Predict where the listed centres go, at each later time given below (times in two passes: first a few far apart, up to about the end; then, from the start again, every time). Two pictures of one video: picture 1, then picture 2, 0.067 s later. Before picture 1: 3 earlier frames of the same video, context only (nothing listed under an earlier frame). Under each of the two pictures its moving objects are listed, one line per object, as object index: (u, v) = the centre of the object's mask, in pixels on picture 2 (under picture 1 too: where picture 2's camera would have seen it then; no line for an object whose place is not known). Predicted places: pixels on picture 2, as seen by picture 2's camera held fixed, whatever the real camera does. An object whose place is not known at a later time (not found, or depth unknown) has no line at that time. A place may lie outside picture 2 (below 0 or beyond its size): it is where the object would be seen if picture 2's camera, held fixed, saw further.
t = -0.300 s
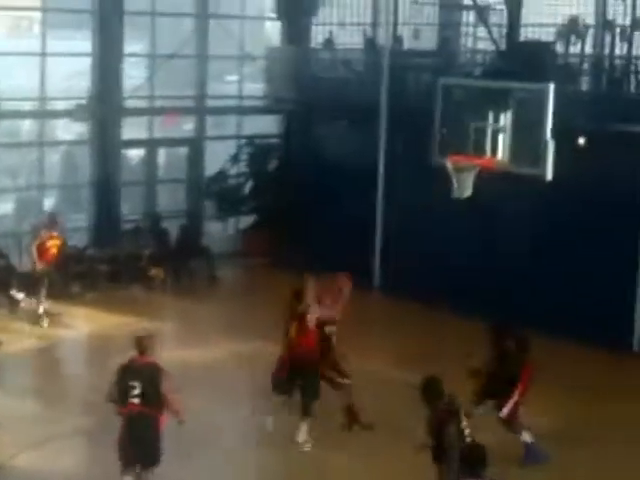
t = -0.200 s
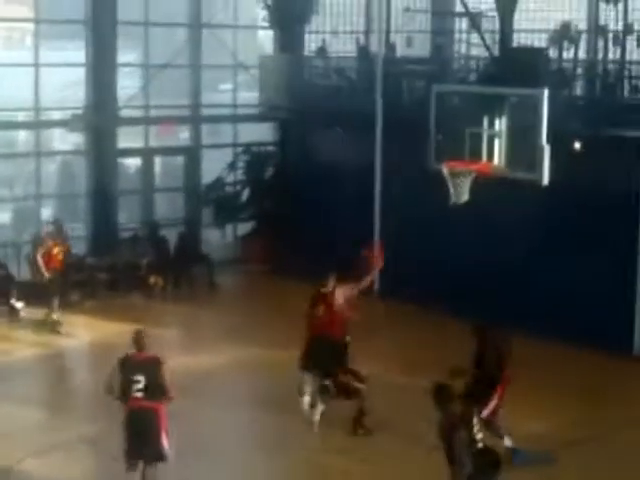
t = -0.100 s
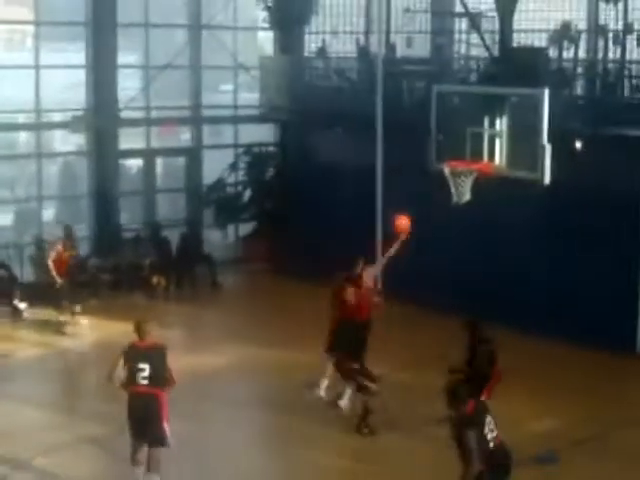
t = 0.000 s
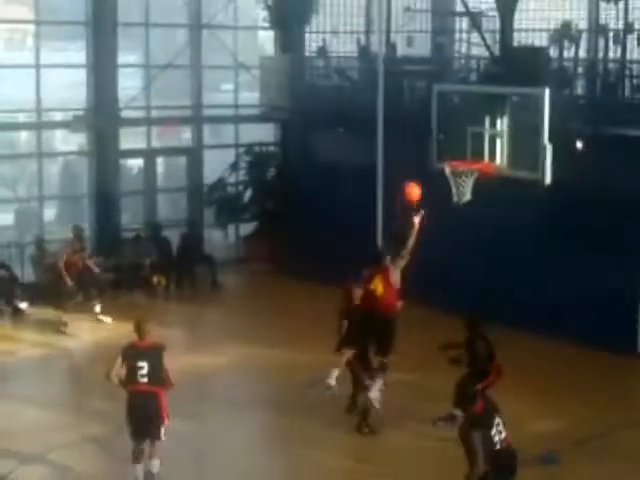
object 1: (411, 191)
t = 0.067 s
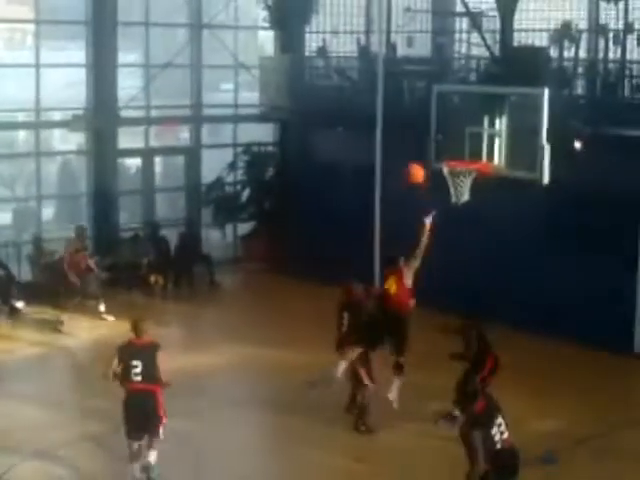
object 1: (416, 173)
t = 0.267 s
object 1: (432, 143)
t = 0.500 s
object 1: (448, 149)
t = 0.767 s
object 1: (473, 174)
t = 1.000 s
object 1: (475, 200)
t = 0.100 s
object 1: (419, 166)
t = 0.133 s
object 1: (421, 159)
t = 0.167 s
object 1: (422, 153)
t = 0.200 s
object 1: (425, 150)
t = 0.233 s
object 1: (428, 146)
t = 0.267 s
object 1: (432, 143)
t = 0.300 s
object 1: (435, 143)
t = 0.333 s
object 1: (436, 141)
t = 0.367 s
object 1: (437, 141)
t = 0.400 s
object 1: (439, 142)
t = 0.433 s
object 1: (442, 143)
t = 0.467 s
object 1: (445, 145)
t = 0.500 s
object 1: (448, 149)
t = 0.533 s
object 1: (451, 152)
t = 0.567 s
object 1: (454, 153)
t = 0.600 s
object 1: (457, 156)
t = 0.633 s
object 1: (460, 158)
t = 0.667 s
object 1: (466, 162)
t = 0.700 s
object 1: (466, 162)
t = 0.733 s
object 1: (468, 162)
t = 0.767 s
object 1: (473, 174)
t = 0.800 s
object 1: (474, 176)
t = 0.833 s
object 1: (476, 178)
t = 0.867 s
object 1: (476, 181)
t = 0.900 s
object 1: (477, 185)
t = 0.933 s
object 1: (476, 190)
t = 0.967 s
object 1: (475, 194)
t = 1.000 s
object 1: (475, 200)
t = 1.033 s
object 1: (475, 208)
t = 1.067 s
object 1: (474, 215)
